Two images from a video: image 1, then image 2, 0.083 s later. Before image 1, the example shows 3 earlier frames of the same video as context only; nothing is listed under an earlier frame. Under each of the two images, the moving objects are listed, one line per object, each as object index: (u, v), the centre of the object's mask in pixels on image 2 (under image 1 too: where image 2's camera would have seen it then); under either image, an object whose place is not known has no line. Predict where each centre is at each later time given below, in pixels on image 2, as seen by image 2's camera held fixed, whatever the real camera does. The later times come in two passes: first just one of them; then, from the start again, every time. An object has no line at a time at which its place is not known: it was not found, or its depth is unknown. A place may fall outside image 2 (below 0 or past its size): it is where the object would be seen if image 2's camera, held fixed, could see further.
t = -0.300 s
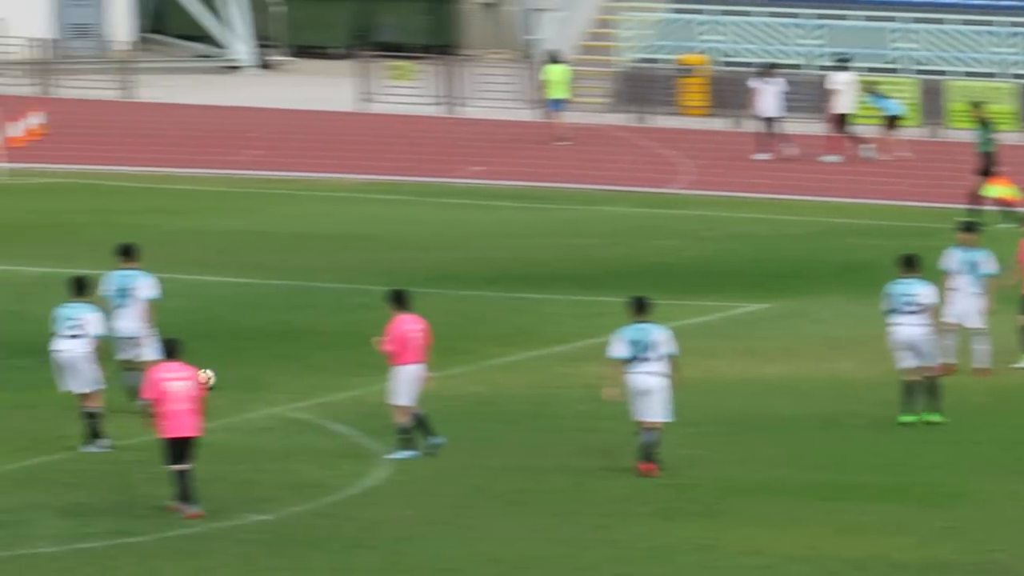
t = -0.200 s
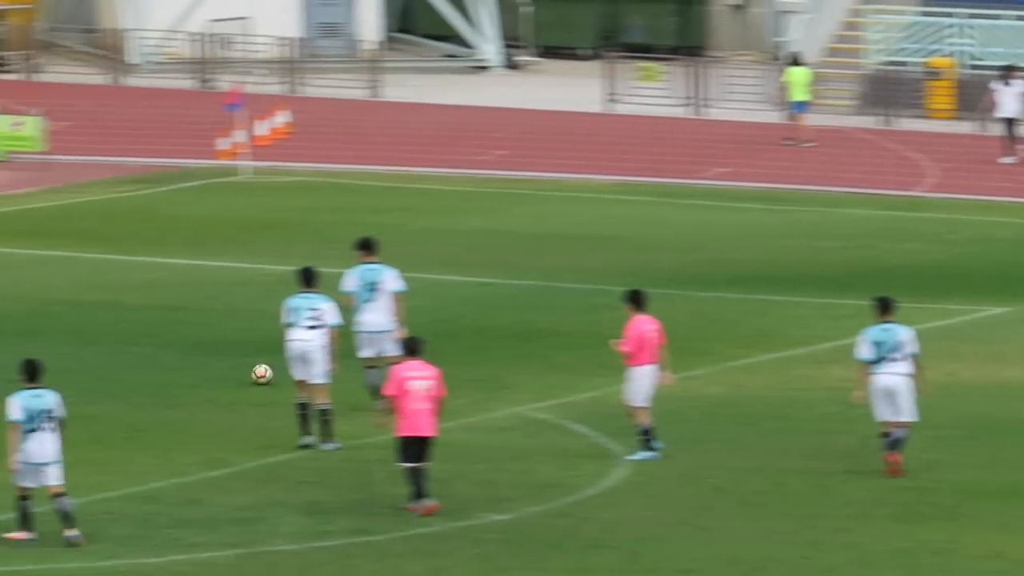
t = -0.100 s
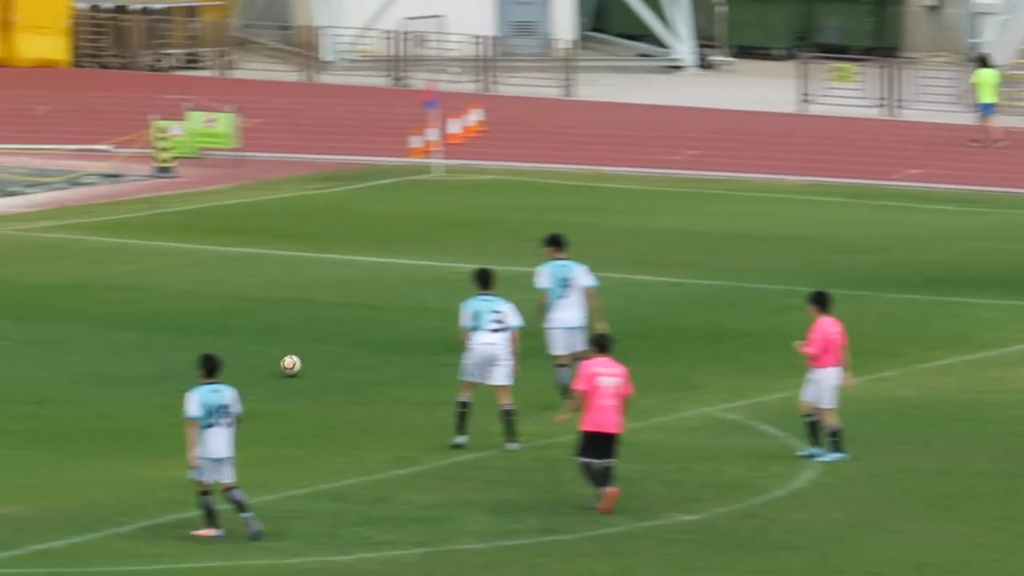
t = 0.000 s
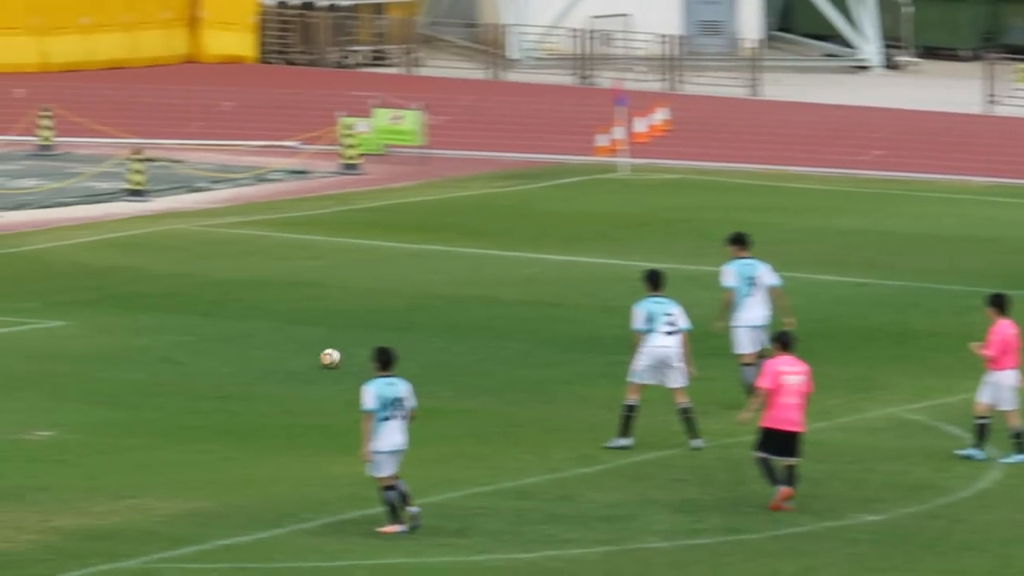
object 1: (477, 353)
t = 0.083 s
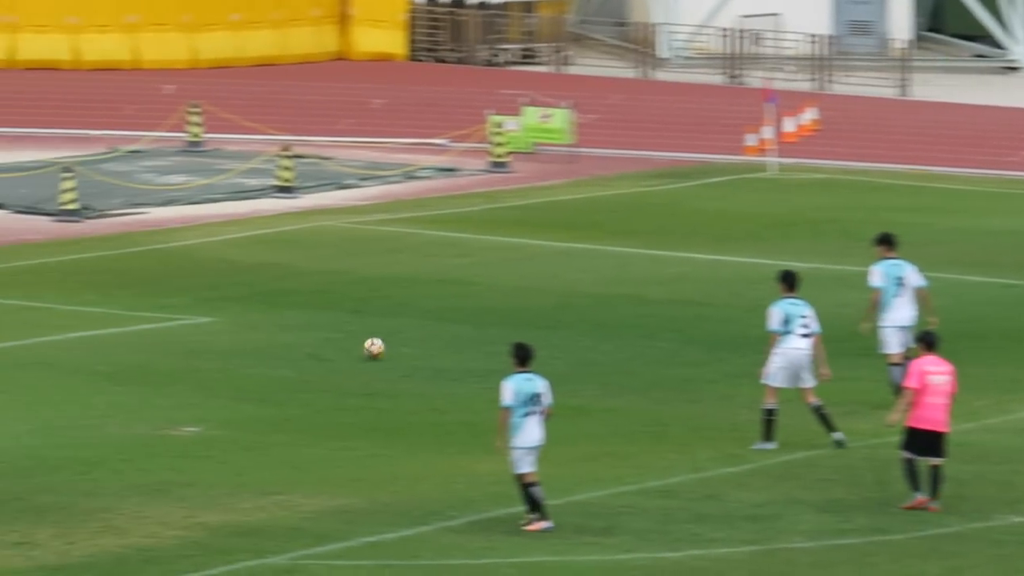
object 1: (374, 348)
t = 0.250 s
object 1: (181, 341)
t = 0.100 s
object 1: (353, 347)
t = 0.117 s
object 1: (332, 347)
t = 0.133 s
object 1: (312, 347)
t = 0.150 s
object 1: (292, 348)
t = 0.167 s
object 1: (272, 347)
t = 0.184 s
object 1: (252, 346)
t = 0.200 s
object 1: (234, 345)
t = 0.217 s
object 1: (217, 344)
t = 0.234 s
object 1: (198, 342)
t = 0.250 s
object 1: (181, 341)
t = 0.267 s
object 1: (165, 341)
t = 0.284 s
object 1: (147, 340)
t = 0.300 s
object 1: (128, 340)
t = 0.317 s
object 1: (111, 339)
